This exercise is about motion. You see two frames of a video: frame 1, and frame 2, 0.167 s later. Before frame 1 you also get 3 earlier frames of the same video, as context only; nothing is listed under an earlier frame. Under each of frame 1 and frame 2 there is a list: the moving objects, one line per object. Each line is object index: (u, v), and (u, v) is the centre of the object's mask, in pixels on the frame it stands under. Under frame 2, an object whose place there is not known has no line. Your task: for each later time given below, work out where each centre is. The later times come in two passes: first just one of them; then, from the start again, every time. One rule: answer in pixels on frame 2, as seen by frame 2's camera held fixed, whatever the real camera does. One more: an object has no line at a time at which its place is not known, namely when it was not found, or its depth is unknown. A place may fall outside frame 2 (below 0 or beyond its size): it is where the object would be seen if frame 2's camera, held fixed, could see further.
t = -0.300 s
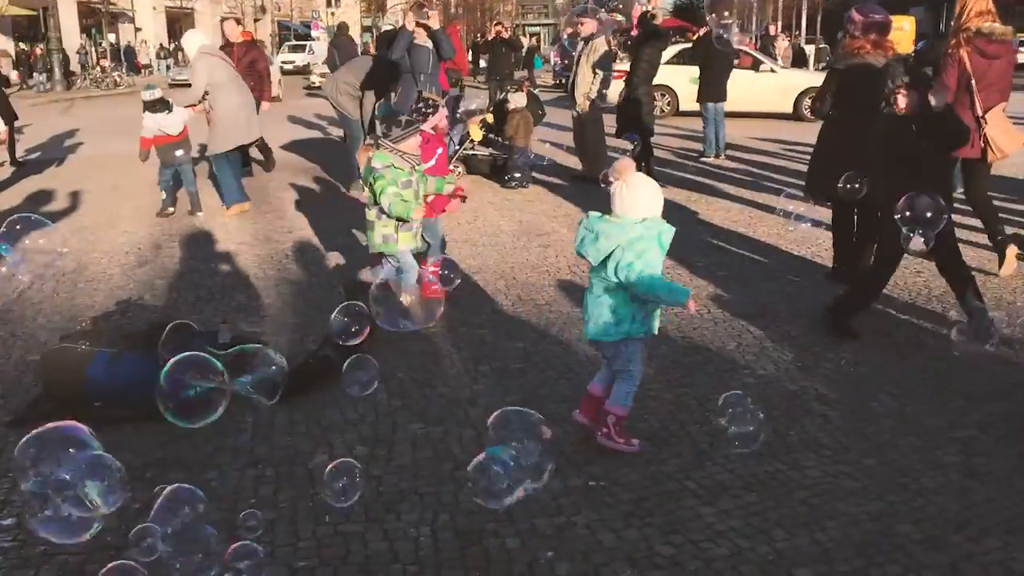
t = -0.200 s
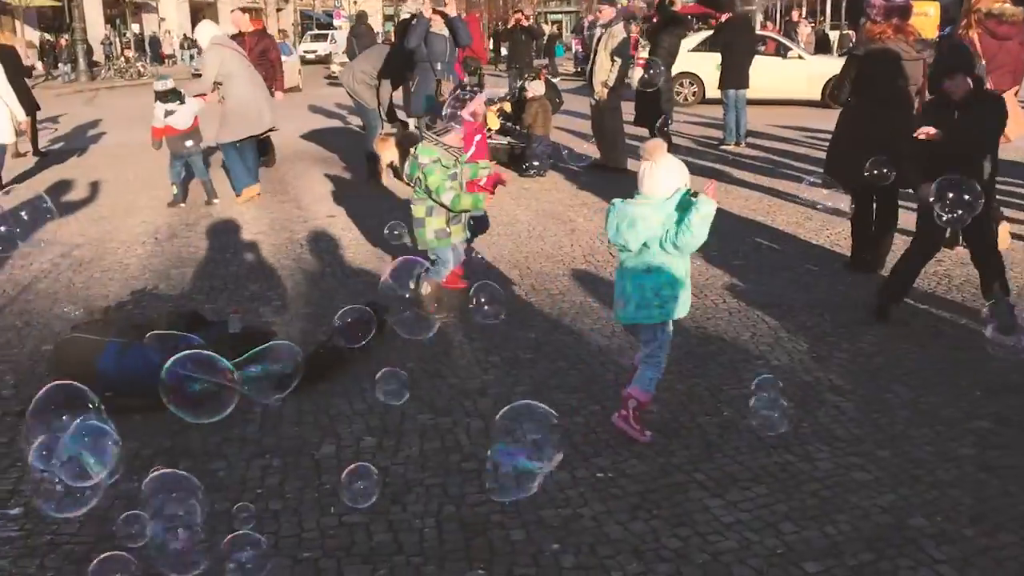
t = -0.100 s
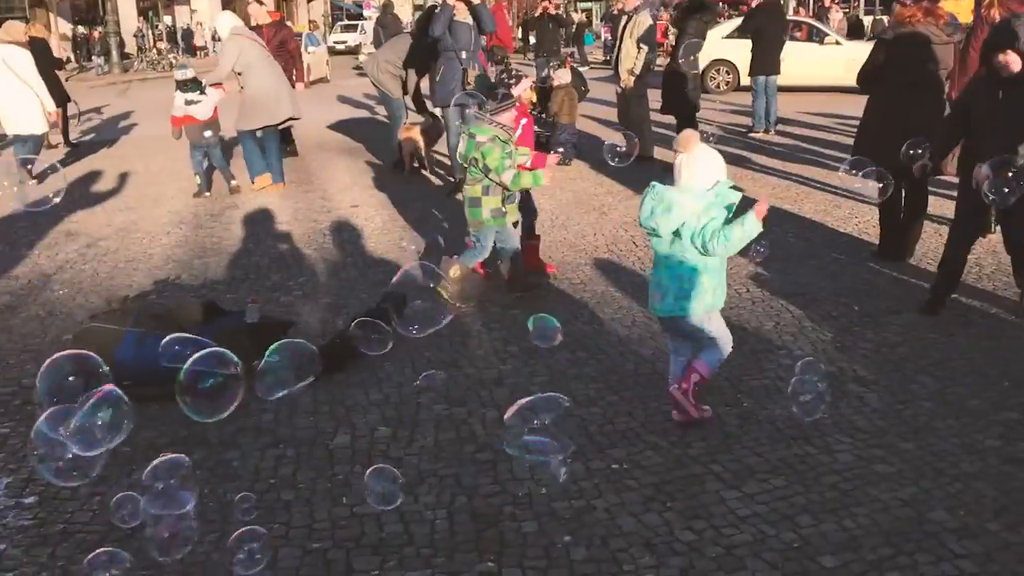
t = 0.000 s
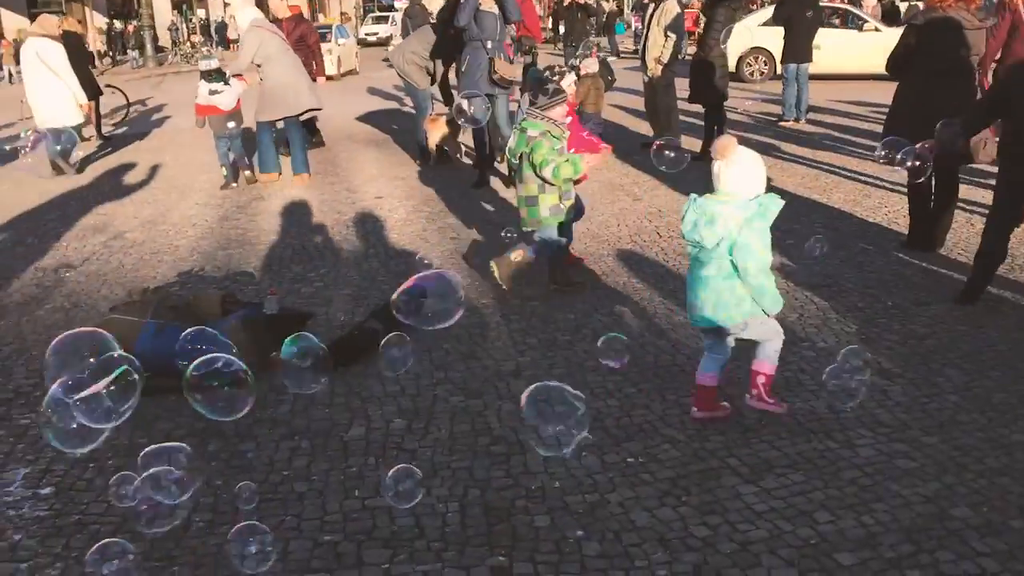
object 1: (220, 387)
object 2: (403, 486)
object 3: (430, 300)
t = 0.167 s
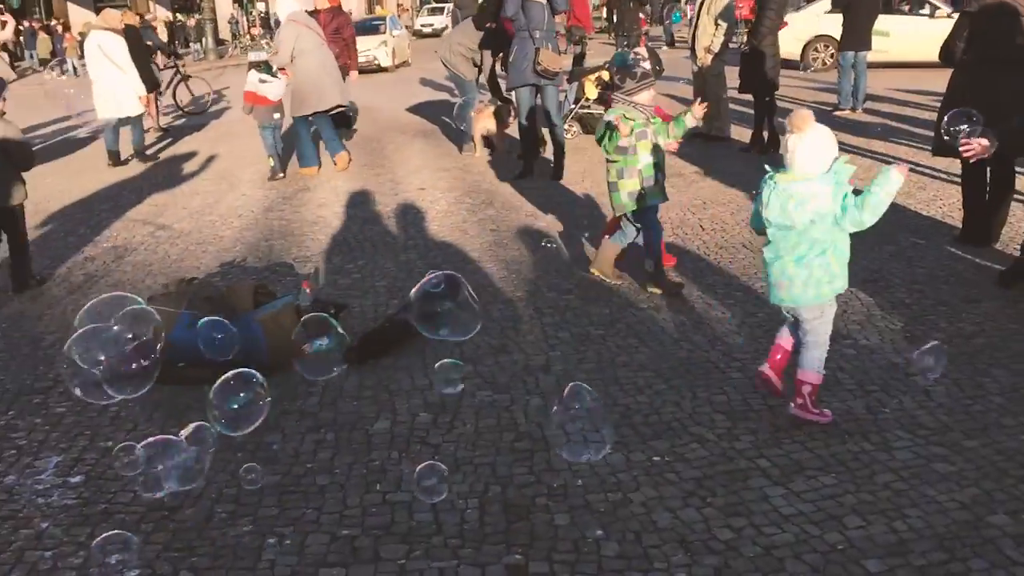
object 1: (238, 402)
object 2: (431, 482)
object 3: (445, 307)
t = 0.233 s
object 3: (437, 311)
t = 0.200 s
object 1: (236, 407)
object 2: (431, 481)
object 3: (442, 309)
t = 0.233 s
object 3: (437, 311)
